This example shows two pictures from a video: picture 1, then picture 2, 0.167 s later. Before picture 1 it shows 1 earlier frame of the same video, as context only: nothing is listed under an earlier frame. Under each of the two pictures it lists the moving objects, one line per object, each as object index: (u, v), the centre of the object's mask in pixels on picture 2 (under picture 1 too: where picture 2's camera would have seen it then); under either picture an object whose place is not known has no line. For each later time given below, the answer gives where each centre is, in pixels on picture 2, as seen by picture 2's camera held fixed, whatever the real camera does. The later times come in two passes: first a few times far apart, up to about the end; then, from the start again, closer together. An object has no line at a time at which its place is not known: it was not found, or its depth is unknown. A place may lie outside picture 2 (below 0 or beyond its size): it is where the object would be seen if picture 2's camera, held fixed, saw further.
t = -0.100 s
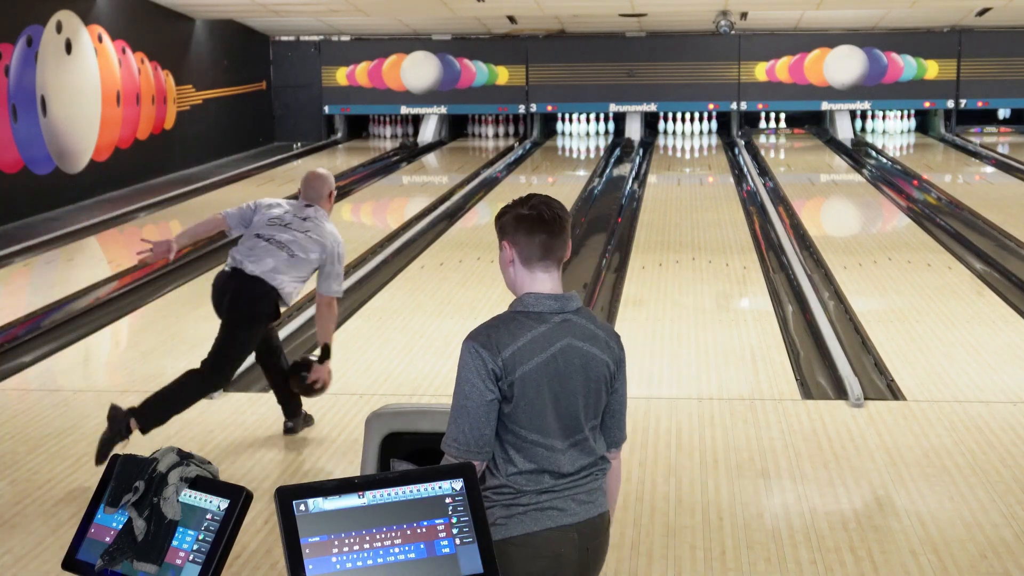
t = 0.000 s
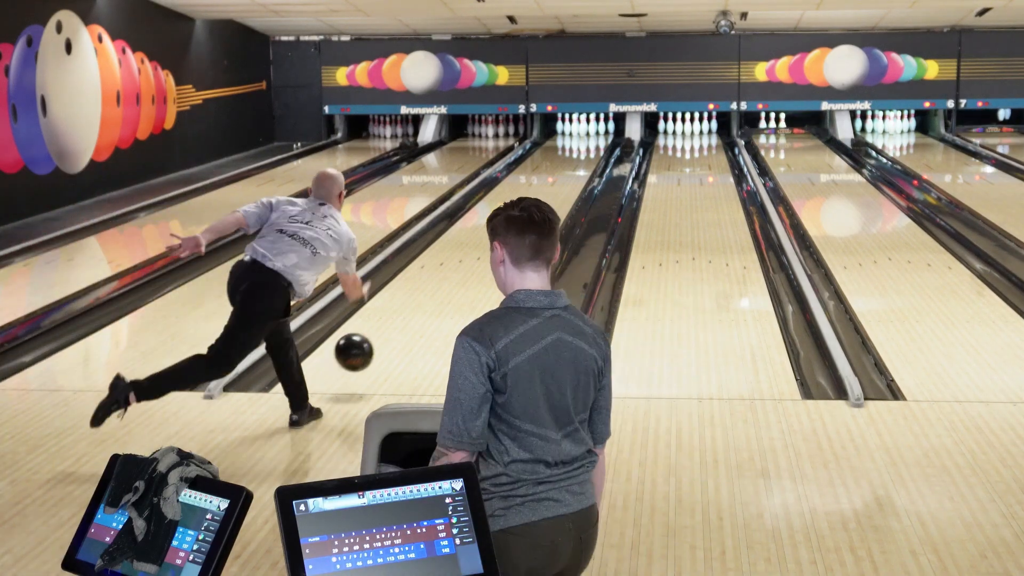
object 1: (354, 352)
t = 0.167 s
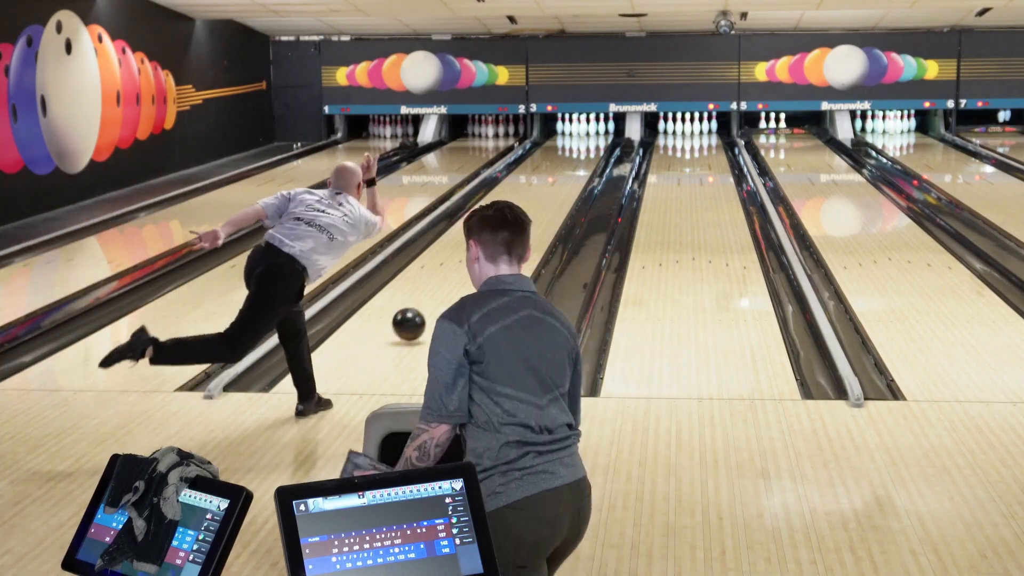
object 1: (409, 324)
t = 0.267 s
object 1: (431, 299)
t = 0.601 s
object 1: (496, 245)
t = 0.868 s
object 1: (529, 213)
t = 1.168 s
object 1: (555, 187)
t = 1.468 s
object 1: (575, 167)
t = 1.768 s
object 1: (587, 152)
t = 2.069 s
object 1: (592, 141)
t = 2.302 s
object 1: (591, 134)
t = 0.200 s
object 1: (417, 315)
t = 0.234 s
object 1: (423, 306)
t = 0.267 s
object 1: (431, 299)
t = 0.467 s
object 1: (478, 262)
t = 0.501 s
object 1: (480, 260)
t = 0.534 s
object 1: (486, 255)
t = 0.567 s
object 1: (491, 250)
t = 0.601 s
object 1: (496, 245)
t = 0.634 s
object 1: (501, 241)
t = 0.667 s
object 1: (505, 236)
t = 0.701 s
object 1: (509, 232)
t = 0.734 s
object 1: (514, 228)
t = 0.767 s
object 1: (518, 224)
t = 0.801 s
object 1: (522, 220)
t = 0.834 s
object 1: (525, 217)
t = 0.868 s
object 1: (529, 213)
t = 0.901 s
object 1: (532, 210)
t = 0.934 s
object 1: (536, 207)
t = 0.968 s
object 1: (539, 204)
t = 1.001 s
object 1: (542, 200)
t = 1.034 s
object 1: (545, 198)
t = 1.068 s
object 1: (548, 195)
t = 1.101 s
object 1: (550, 192)
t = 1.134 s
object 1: (553, 189)
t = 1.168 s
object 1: (555, 187)
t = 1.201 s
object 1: (558, 184)
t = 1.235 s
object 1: (560, 182)
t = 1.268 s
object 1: (563, 180)
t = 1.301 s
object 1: (565, 177)
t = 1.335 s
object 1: (567, 175)
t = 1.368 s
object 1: (569, 173)
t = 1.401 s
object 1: (571, 171)
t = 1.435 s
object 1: (573, 169)
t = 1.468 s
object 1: (575, 167)
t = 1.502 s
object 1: (576, 165)
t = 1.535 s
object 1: (578, 163)
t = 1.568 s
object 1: (580, 161)
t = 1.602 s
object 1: (581, 160)
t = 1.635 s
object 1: (583, 158)
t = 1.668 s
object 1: (584, 156)
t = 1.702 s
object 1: (585, 155)
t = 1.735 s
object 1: (586, 154)
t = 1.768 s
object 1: (587, 152)
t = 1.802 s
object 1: (588, 151)
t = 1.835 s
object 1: (589, 149)
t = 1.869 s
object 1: (590, 148)
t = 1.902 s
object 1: (590, 146)
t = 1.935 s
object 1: (591, 145)
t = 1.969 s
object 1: (591, 144)
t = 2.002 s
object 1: (591, 143)
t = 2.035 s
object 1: (592, 142)
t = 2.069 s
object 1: (592, 141)
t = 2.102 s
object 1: (592, 140)
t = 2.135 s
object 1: (592, 138)
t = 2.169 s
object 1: (592, 138)
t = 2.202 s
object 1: (592, 137)
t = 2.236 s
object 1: (592, 136)
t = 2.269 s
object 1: (592, 135)
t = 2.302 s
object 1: (591, 134)
